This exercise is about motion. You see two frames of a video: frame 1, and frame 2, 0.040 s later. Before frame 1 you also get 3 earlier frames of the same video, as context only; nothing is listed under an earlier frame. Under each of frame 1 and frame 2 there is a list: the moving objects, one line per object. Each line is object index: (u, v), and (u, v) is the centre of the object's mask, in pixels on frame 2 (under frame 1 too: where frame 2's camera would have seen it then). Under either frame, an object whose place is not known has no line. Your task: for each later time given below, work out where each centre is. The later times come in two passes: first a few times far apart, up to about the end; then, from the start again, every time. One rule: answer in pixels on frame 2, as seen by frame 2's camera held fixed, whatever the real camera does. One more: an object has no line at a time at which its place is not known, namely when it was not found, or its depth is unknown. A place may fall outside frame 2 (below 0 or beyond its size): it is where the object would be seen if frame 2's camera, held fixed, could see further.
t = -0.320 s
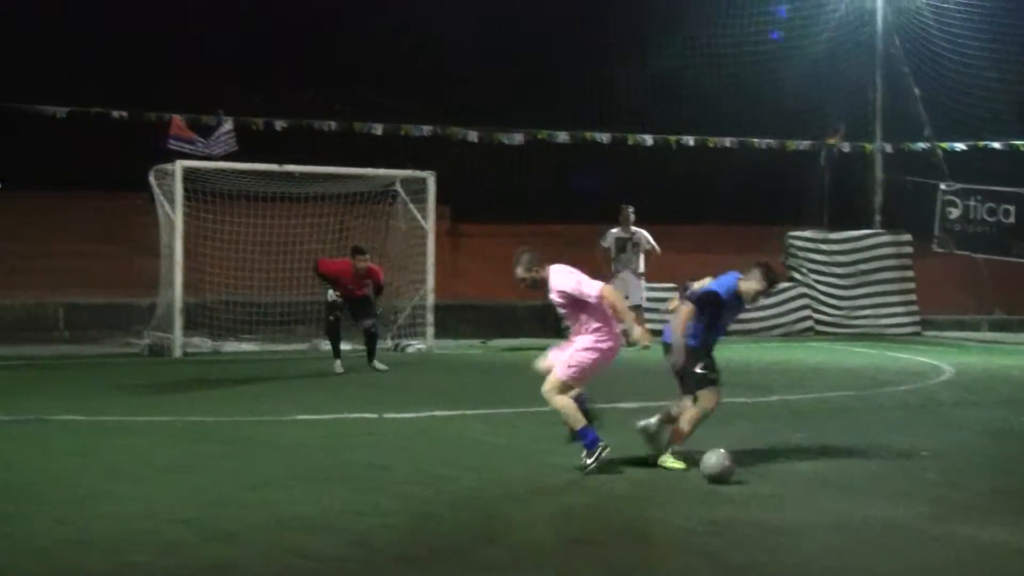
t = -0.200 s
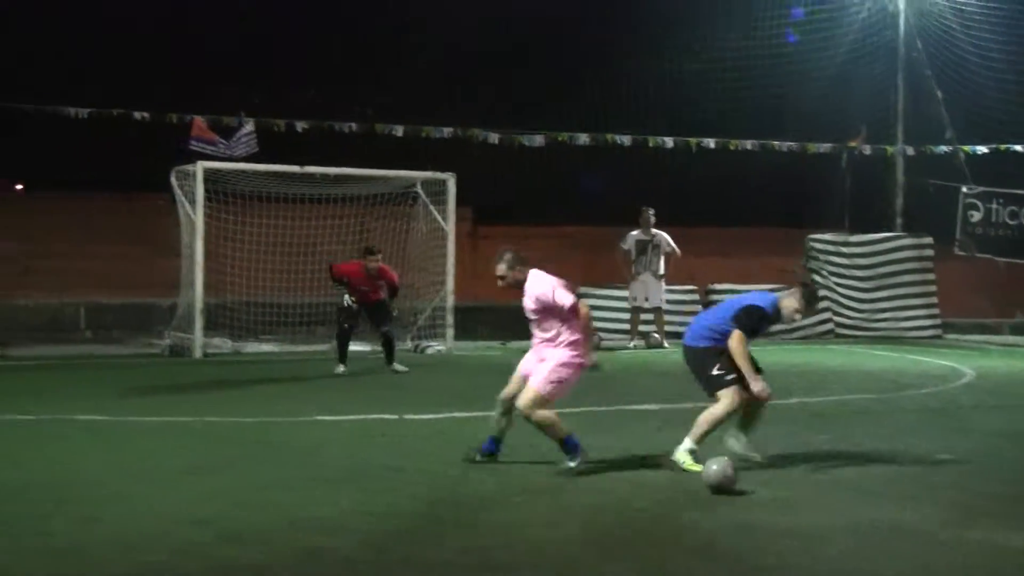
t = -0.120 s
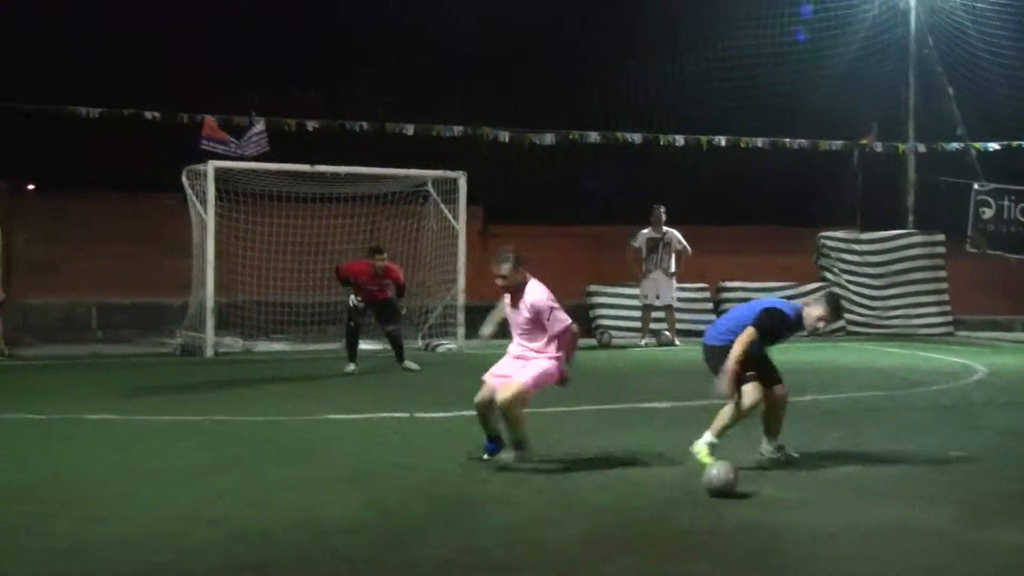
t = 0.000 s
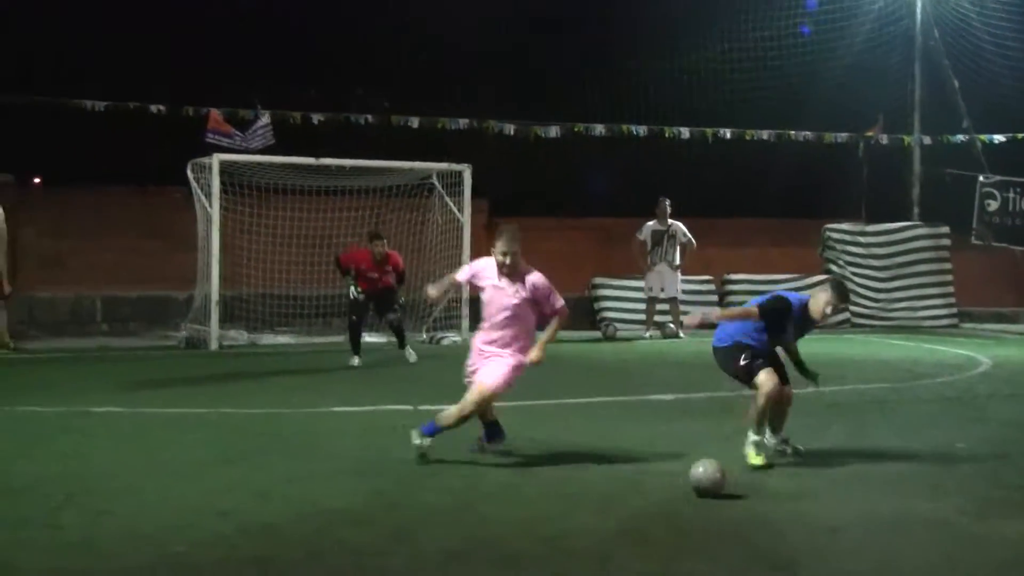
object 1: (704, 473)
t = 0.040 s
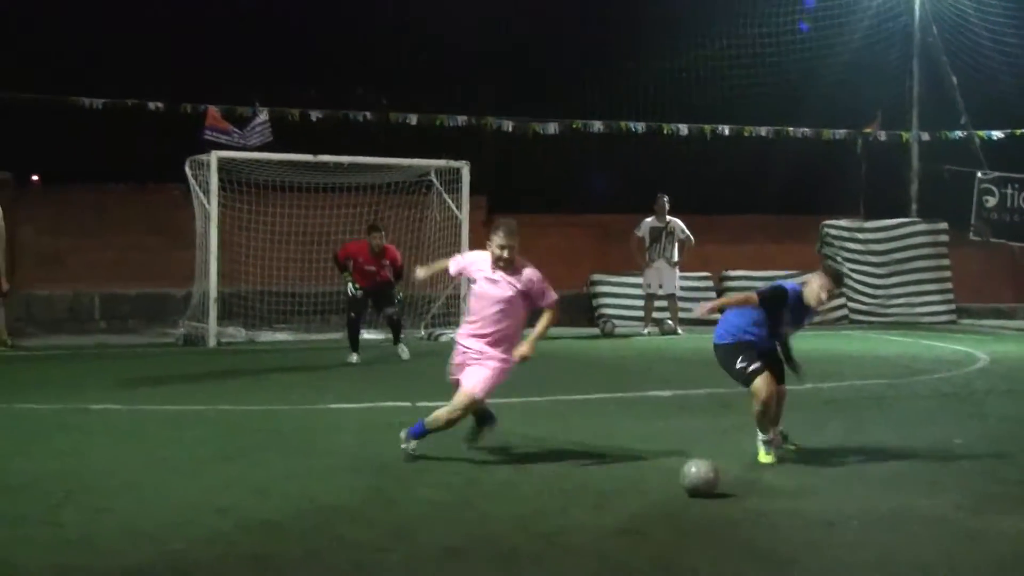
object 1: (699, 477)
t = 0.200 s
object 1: (677, 488)
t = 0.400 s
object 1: (646, 506)
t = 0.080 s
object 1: (695, 479)
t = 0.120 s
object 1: (689, 483)
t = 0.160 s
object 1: (685, 487)
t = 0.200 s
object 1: (677, 488)
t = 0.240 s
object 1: (671, 492)
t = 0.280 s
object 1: (666, 495)
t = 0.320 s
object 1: (659, 498)
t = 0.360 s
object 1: (653, 502)
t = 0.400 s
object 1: (646, 506)
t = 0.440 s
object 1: (640, 509)
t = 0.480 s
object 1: (634, 513)
